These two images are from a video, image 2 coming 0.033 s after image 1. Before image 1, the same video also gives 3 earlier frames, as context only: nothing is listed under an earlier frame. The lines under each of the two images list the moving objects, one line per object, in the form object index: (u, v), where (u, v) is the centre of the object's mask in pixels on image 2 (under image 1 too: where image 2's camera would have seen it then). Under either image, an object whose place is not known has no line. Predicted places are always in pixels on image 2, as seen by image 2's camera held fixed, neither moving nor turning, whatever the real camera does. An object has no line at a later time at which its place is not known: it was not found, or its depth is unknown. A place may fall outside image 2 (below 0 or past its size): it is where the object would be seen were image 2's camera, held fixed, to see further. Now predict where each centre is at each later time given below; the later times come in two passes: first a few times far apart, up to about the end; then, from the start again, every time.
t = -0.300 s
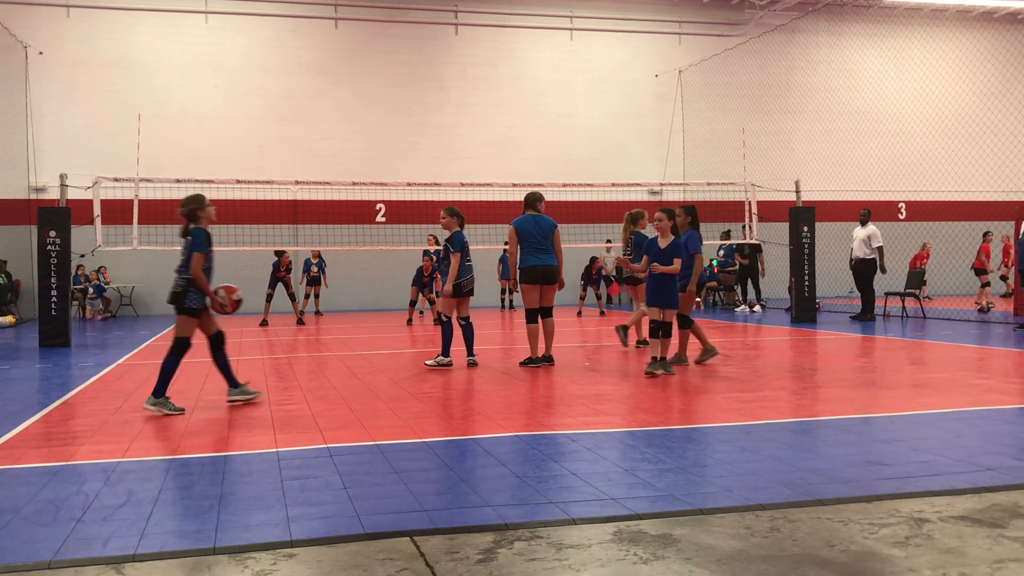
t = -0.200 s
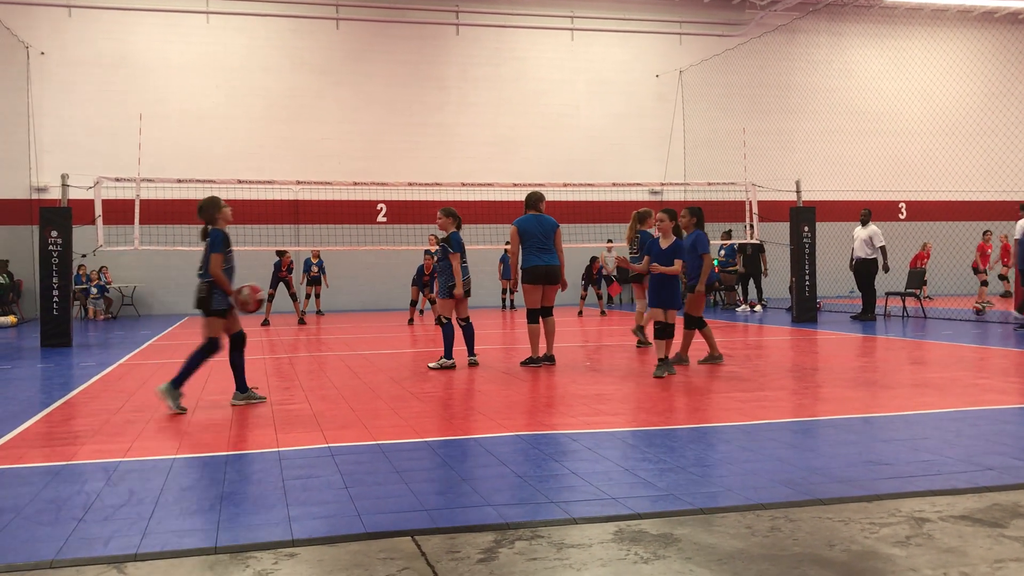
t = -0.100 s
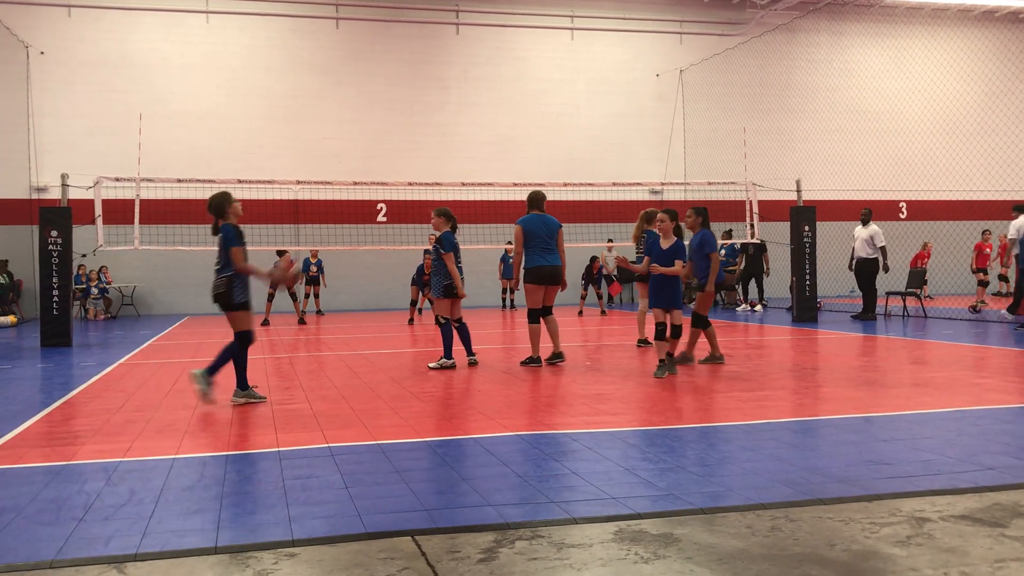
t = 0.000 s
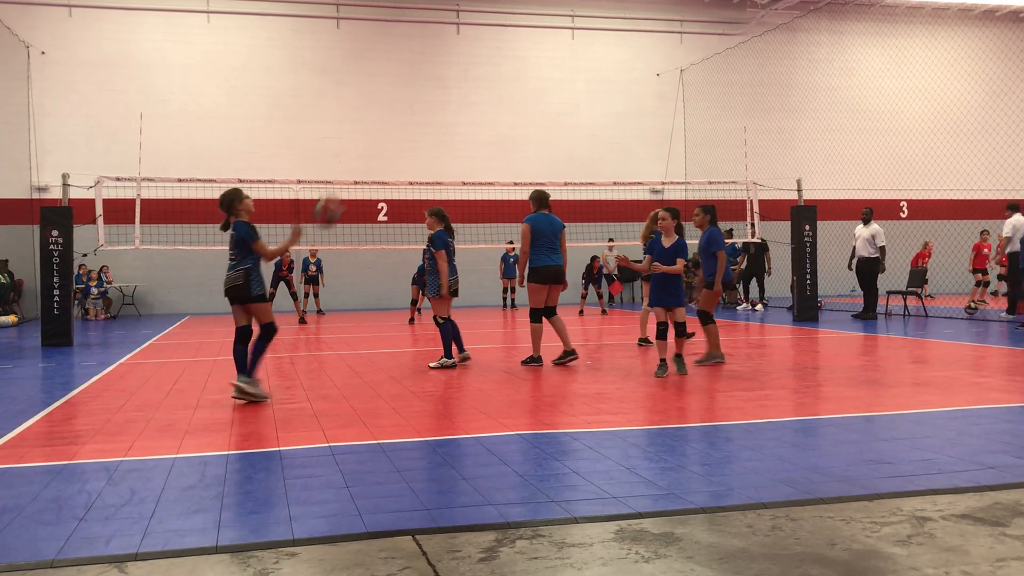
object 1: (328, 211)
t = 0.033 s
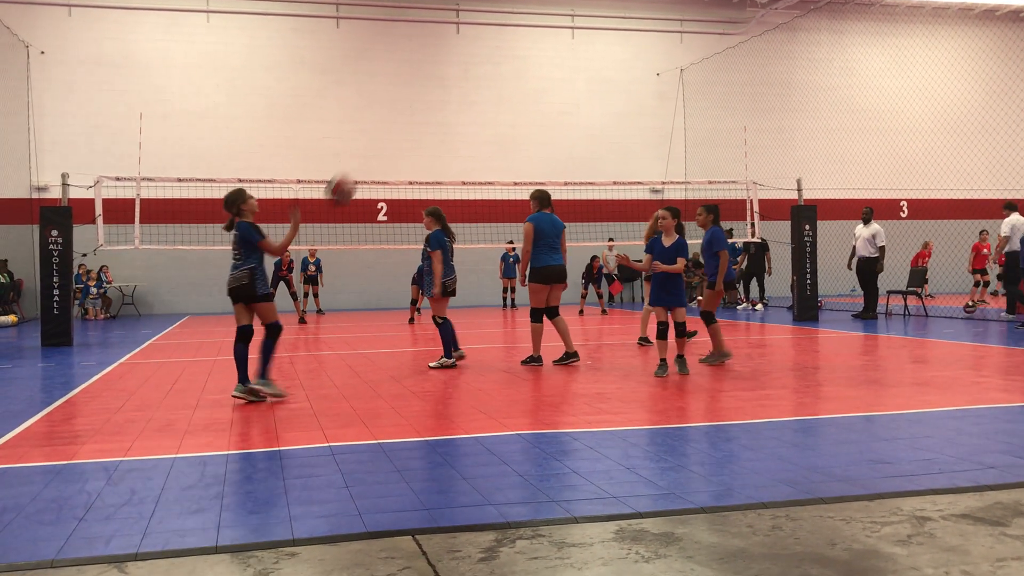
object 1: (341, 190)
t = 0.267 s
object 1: (423, 100)
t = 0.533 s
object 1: (509, 87)
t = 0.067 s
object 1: (353, 173)
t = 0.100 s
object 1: (365, 157)
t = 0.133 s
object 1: (377, 142)
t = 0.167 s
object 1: (388, 129)
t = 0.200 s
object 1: (400, 118)
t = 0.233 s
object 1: (411, 108)
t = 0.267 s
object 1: (423, 100)
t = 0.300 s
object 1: (434, 93)
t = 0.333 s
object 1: (445, 88)
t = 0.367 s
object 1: (456, 84)
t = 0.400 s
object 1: (467, 82)
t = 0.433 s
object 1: (477, 81)
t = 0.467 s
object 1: (488, 82)
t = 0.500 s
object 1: (498, 83)
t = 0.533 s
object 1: (509, 87)
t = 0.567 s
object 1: (519, 91)
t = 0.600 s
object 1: (529, 98)
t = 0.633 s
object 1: (539, 105)
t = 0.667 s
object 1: (549, 114)
